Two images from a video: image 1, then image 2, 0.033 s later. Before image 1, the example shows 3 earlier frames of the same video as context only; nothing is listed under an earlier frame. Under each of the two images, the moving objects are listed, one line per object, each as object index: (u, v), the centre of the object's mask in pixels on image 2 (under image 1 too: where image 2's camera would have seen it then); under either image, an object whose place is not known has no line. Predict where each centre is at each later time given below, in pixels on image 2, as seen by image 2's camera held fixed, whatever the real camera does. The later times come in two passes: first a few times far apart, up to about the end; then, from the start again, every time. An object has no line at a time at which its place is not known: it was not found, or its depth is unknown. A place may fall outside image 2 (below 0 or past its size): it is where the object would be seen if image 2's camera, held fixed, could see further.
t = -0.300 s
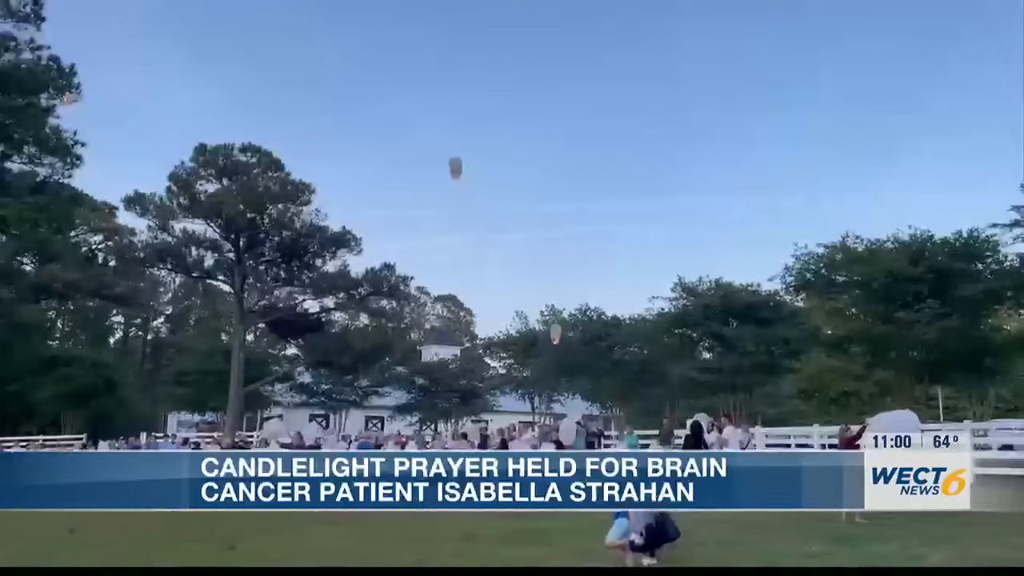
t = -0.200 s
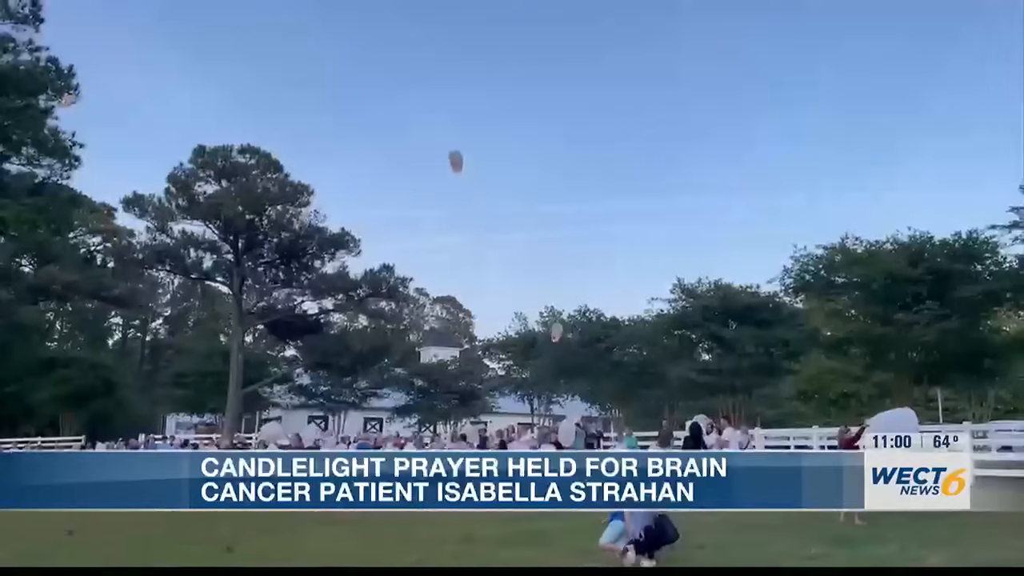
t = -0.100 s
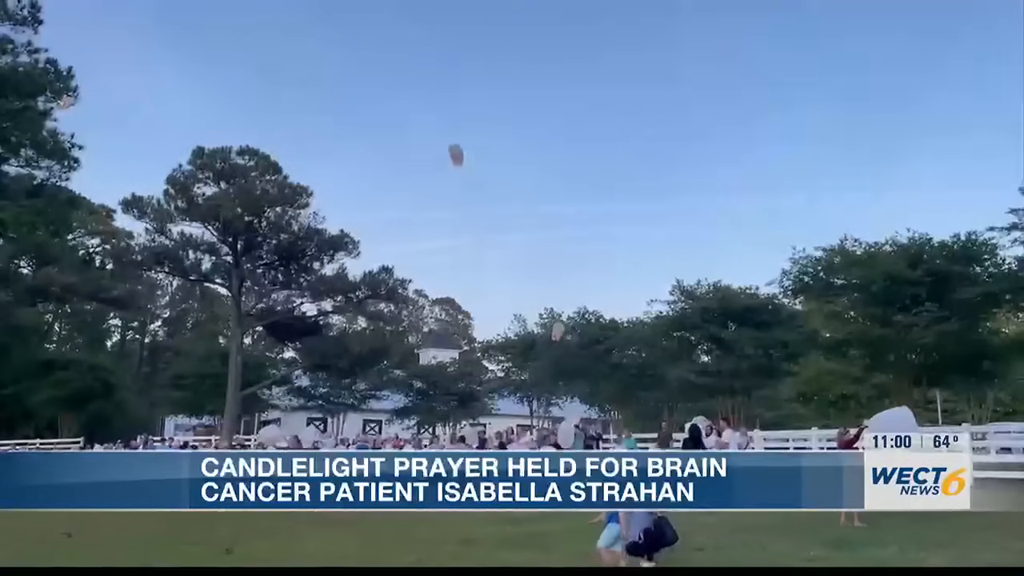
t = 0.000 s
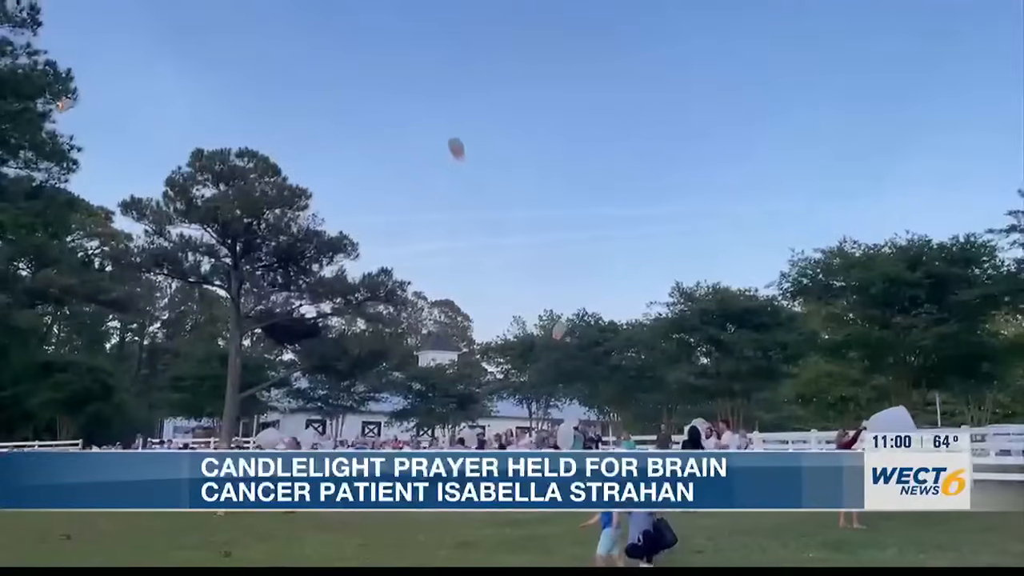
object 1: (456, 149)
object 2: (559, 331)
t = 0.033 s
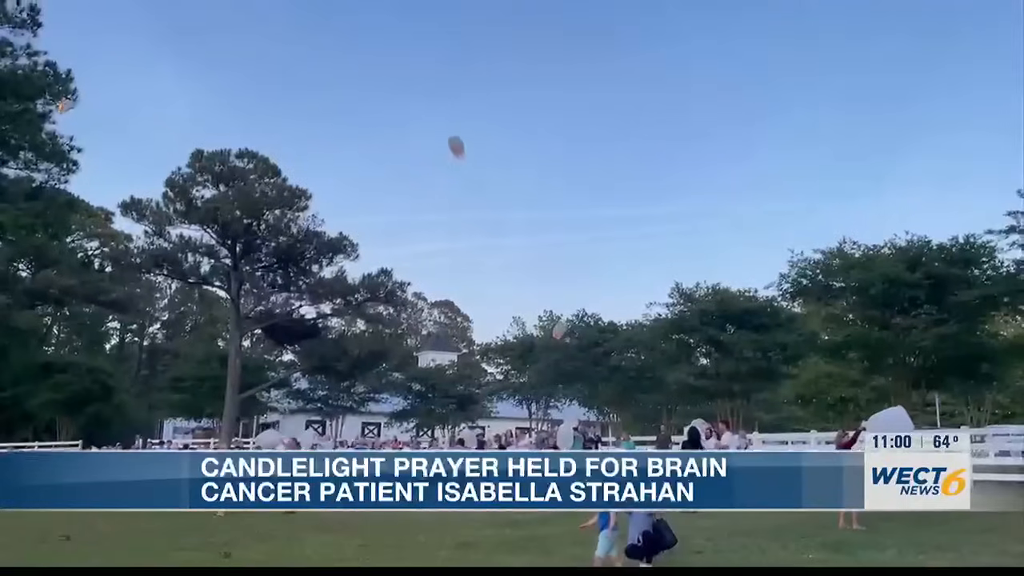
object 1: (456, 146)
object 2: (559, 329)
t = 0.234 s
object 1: (458, 131)
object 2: (564, 324)
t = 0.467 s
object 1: (459, 113)
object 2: (568, 312)
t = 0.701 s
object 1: (462, 98)
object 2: (572, 303)
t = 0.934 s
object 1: (465, 85)
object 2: (576, 295)
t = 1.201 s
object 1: (472, 70)
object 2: (578, 285)
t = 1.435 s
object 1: (479, 55)
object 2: (578, 276)
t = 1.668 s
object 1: (485, 38)
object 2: (578, 267)
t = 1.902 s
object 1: (487, 17)
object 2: (577, 258)
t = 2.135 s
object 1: (483, -6)
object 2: (576, 250)
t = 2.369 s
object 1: (476, -32)
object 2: (577, 241)
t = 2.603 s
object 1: (473, -63)
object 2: (578, 231)
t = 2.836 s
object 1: (474, -96)
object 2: (578, 221)
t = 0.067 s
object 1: (457, 144)
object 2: (560, 329)
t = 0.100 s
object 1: (457, 141)
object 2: (560, 328)
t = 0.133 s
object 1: (457, 138)
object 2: (560, 327)
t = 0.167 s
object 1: (458, 136)
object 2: (562, 325)
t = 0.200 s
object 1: (458, 134)
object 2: (563, 325)
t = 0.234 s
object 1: (458, 131)
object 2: (564, 324)
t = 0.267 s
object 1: (459, 128)
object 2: (565, 322)
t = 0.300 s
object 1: (459, 126)
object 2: (566, 320)
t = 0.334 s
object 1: (459, 123)
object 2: (566, 319)
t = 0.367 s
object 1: (459, 120)
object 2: (566, 318)
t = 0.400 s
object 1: (459, 118)
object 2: (567, 317)
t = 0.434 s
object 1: (459, 116)
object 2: (568, 315)
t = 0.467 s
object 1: (459, 113)
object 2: (568, 312)
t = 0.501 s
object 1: (459, 111)
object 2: (569, 311)
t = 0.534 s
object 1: (460, 109)
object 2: (570, 310)
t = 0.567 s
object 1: (460, 106)
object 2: (571, 309)
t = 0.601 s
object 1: (461, 104)
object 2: (571, 308)
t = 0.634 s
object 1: (461, 102)
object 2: (572, 307)
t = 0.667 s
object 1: (461, 100)
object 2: (572, 305)
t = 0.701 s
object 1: (462, 98)
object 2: (572, 303)
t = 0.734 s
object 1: (462, 96)
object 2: (573, 303)
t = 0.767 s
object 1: (463, 94)
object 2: (574, 302)
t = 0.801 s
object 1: (464, 92)
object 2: (574, 301)
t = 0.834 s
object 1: (464, 90)
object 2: (575, 299)
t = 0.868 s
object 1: (465, 88)
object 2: (575, 298)
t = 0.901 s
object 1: (465, 87)
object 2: (575, 297)
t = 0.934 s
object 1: (465, 85)
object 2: (576, 295)
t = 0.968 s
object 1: (466, 83)
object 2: (576, 294)
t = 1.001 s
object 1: (467, 81)
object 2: (576, 293)
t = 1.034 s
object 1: (468, 79)
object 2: (577, 291)
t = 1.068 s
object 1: (469, 77)
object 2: (577, 290)
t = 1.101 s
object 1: (470, 75)
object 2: (577, 288)
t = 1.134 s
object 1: (470, 73)
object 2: (577, 287)
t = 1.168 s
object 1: (471, 72)
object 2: (578, 286)
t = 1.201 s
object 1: (472, 70)
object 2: (578, 285)
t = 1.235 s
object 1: (473, 67)
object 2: (578, 283)
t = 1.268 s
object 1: (474, 66)
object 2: (578, 282)
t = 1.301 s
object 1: (475, 64)
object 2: (578, 281)
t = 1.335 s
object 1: (476, 62)
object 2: (578, 279)
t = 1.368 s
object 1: (477, 59)
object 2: (578, 278)
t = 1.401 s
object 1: (478, 57)
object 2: (578, 277)
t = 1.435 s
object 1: (479, 55)
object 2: (578, 276)
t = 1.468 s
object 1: (481, 53)
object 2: (578, 274)
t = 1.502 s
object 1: (481, 50)
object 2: (578, 273)
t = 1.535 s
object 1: (482, 48)
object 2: (578, 271)
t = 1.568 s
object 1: (483, 45)
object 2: (578, 270)
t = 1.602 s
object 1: (484, 43)
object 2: (578, 269)
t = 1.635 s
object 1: (484, 40)
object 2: (578, 268)
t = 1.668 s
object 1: (485, 38)
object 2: (578, 267)
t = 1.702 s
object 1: (486, 35)
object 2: (577, 265)
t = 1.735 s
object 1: (486, 32)
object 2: (577, 264)
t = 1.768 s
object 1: (487, 29)
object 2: (577, 263)
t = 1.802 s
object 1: (487, 26)
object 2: (577, 262)
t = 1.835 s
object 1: (487, 23)
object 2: (577, 260)
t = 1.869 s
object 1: (487, 20)
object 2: (577, 259)
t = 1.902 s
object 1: (487, 17)
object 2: (577, 258)
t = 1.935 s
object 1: (486, 14)
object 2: (577, 257)
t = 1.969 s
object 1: (486, 11)
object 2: (576, 256)
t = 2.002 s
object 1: (486, 7)
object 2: (576, 255)
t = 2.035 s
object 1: (485, 5)
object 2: (576, 254)
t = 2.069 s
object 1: (485, 1)
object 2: (576, 252)
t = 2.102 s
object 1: (484, -2)
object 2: (577, 251)
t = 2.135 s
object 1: (483, -6)
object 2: (576, 250)
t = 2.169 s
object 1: (482, -9)
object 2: (576, 248)
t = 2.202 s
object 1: (481, -13)
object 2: (576, 247)
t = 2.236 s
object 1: (480, -16)
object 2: (576, 246)
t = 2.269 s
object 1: (479, -20)
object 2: (577, 245)
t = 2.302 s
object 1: (478, -24)
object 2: (577, 243)
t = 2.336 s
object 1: (477, -28)
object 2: (577, 242)
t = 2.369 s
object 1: (476, -32)
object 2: (577, 241)
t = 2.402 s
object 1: (475, -36)
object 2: (577, 239)
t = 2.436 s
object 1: (475, -40)
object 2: (577, 238)
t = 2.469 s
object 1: (474, -45)
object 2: (577, 237)
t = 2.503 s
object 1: (473, -49)
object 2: (577, 235)
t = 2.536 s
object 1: (473, -54)
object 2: (577, 234)
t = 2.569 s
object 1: (473, -58)
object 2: (577, 232)
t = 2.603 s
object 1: (473, -63)
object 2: (578, 231)
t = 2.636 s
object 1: (472, -68)
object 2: (578, 230)
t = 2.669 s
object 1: (473, -72)
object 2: (578, 228)
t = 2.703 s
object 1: (473, -77)
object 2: (578, 227)
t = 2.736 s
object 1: (473, -82)
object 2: (578, 225)
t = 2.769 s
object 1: (473, -87)
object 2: (578, 224)
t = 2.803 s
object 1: (473, -92)
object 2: (578, 222)
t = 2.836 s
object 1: (474, -96)
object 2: (578, 221)
